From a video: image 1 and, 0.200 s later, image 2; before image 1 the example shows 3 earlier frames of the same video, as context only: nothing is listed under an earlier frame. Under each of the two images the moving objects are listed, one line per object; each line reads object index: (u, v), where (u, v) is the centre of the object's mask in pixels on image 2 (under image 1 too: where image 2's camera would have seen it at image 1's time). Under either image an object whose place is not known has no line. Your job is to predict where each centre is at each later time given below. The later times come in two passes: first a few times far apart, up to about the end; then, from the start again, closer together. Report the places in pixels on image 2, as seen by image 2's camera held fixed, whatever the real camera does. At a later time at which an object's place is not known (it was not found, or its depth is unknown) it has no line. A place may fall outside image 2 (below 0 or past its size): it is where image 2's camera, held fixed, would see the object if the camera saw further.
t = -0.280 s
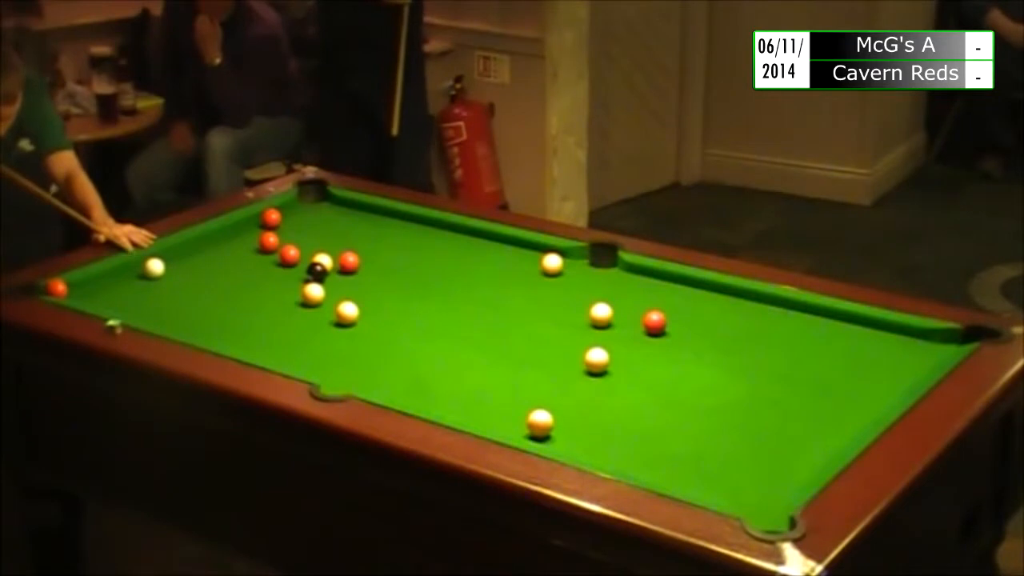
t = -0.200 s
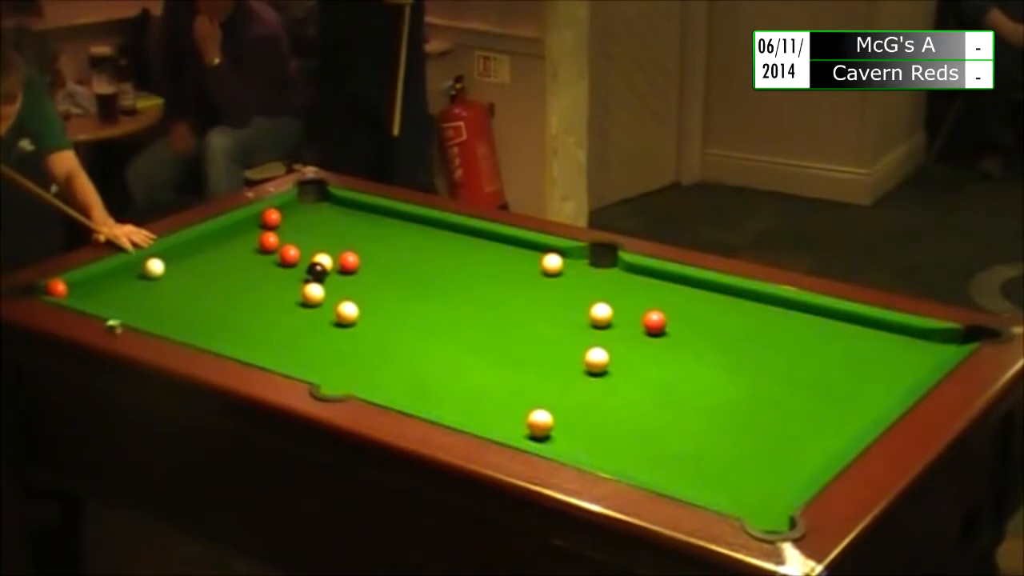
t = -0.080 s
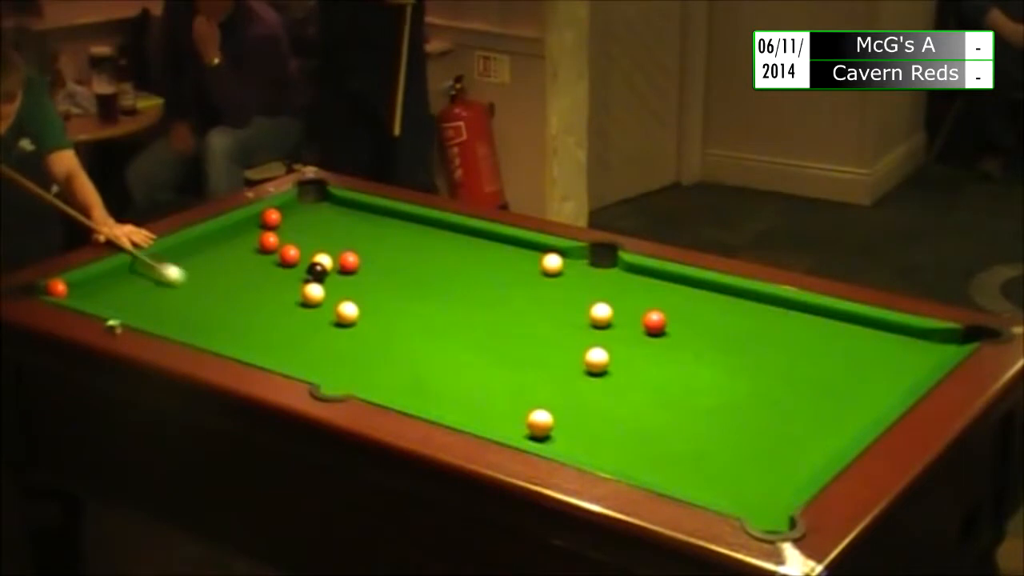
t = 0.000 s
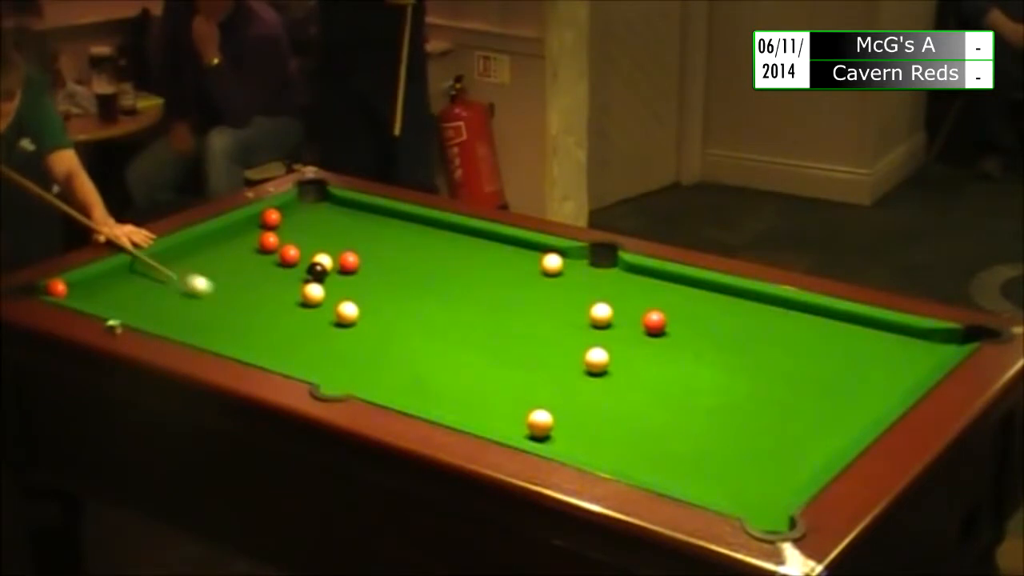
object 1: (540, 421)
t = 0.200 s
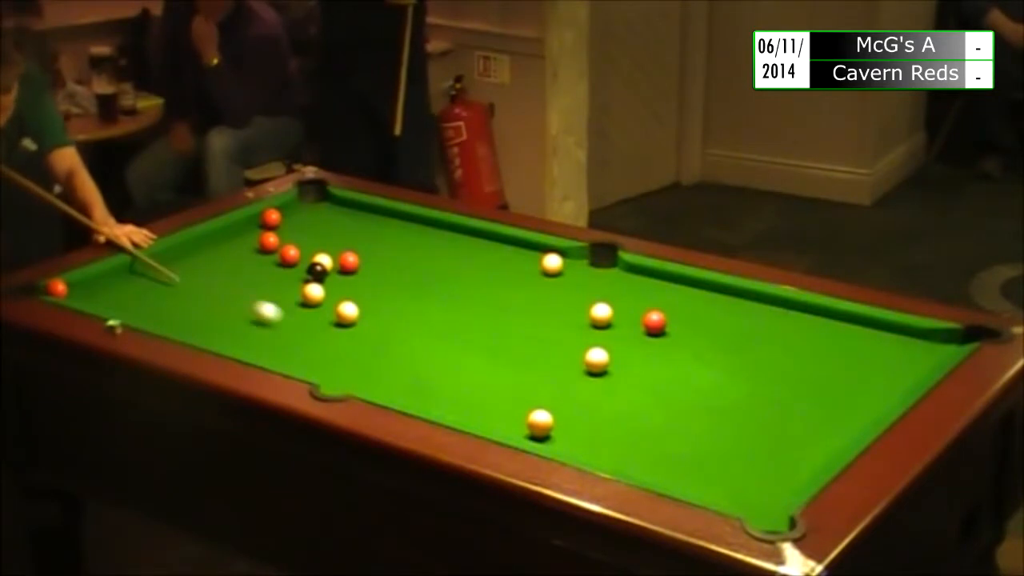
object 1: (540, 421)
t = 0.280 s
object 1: (540, 421)
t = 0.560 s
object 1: (540, 421)
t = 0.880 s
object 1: (547, 425)
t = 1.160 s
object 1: (613, 455)
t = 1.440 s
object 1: (683, 477)
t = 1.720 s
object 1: (752, 497)
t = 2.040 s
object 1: (736, 499)
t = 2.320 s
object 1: (735, 492)
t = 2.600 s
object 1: (737, 484)
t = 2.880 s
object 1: (740, 479)
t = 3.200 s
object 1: (743, 476)
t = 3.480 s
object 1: (744, 475)
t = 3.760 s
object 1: (744, 476)
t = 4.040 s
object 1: (744, 475)
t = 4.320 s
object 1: (744, 475)
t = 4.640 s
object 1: (744, 475)
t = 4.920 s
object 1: (744, 475)
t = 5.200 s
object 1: (744, 475)
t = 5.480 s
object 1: (744, 475)
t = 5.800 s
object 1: (744, 475)
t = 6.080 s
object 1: (744, 475)
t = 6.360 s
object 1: (744, 475)
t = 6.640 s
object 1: (744, 475)
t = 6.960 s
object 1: (744, 475)
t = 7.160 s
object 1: (748, 475)
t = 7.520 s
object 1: (744, 474)
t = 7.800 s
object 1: (744, 475)
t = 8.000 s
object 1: (744, 475)
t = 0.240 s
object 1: (540, 421)
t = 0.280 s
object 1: (540, 421)
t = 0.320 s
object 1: (540, 421)
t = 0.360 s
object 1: (540, 421)
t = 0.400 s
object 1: (540, 421)
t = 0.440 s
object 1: (540, 421)
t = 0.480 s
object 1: (540, 421)
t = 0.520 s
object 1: (540, 421)
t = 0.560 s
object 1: (540, 421)
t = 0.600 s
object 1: (540, 421)
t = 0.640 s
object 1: (540, 421)
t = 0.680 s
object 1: (540, 421)
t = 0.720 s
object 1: (540, 421)
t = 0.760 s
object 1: (540, 421)
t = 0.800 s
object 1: (540, 421)
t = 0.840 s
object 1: (540, 422)
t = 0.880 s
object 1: (547, 425)
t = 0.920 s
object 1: (557, 430)
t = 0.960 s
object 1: (567, 435)
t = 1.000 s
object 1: (577, 439)
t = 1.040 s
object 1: (586, 443)
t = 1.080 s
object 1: (595, 447)
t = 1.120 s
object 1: (604, 451)
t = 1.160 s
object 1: (613, 455)
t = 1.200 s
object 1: (622, 459)
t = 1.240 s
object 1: (633, 463)
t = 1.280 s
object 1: (642, 467)
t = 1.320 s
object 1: (652, 469)
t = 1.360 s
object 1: (663, 472)
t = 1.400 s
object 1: (673, 474)
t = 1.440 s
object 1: (683, 477)
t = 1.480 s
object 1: (693, 480)
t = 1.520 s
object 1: (703, 482)
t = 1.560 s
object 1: (713, 485)
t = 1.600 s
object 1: (722, 488)
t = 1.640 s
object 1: (733, 492)
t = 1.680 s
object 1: (742, 494)
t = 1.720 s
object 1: (752, 497)
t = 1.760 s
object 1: (762, 499)
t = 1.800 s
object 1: (769, 501)
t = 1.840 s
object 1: (764, 501)
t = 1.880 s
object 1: (758, 501)
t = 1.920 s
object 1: (752, 501)
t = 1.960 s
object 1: (747, 501)
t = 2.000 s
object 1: (742, 500)
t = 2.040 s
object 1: (736, 499)
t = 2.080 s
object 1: (733, 498)
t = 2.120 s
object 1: (734, 497)
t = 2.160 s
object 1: (734, 496)
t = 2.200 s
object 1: (734, 495)
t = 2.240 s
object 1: (734, 493)
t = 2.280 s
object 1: (735, 493)
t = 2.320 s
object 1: (735, 492)
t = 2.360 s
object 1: (735, 491)
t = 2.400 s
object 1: (735, 489)
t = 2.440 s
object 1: (736, 488)
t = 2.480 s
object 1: (736, 487)
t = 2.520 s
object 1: (737, 487)
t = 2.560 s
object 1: (737, 485)
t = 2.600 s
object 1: (737, 484)
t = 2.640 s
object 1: (738, 483)
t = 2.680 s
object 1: (738, 483)
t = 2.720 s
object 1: (739, 482)
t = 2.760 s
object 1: (739, 481)
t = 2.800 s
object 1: (739, 480)
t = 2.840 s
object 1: (740, 480)
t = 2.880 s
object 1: (740, 479)
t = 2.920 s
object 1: (740, 479)
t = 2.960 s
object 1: (741, 478)
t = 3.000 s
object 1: (741, 478)
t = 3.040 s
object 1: (741, 477)
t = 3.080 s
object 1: (742, 477)
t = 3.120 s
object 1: (742, 476)
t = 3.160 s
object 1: (742, 476)
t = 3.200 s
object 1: (743, 476)
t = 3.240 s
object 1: (743, 476)
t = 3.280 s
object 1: (743, 476)
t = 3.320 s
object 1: (744, 476)
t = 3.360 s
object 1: (744, 476)
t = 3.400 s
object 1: (744, 475)
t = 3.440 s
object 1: (744, 475)
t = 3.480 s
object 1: (744, 475)
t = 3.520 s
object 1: (744, 476)
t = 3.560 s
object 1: (744, 476)
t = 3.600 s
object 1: (744, 476)
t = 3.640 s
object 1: (744, 475)
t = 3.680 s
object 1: (744, 475)
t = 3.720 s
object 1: (744, 475)
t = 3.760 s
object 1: (744, 476)
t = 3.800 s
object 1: (744, 476)
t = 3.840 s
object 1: (744, 475)
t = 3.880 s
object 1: (744, 475)
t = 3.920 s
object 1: (744, 475)
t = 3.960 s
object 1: (744, 475)
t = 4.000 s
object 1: (744, 475)
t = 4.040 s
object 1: (744, 475)
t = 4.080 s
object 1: (744, 475)
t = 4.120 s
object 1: (744, 475)
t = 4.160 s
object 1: (744, 475)
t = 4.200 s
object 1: (744, 475)
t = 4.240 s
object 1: (744, 475)
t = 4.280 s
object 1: (744, 475)
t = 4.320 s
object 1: (744, 475)
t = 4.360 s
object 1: (744, 475)
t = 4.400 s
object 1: (744, 475)
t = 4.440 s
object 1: (744, 475)
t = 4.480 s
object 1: (744, 475)
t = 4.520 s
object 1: (744, 475)
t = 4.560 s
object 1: (744, 475)
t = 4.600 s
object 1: (744, 475)
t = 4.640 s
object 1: (744, 475)
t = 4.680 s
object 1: (744, 475)
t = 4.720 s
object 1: (744, 475)
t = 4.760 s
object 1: (744, 475)
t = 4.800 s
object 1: (744, 475)
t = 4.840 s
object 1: (744, 475)
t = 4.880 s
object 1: (744, 475)
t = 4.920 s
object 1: (744, 475)
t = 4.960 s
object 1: (744, 475)
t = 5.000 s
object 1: (744, 475)
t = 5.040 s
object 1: (744, 475)
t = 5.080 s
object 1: (744, 475)
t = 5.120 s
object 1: (744, 475)
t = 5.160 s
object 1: (744, 475)
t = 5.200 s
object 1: (744, 475)
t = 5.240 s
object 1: (744, 475)
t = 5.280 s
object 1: (744, 475)
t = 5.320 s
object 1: (744, 475)
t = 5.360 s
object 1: (744, 475)
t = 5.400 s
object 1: (744, 475)
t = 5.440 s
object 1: (744, 475)
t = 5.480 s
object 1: (744, 475)
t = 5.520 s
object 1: (744, 475)
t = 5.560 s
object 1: (744, 475)
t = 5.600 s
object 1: (744, 475)
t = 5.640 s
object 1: (744, 475)
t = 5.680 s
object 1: (744, 475)
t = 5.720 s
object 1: (744, 475)
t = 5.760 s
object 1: (744, 475)
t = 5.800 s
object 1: (744, 475)
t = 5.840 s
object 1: (744, 475)
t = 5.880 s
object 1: (744, 475)
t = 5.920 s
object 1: (744, 475)
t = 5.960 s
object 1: (744, 475)
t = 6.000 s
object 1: (744, 475)
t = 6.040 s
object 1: (744, 475)
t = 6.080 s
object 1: (744, 475)
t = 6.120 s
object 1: (744, 475)
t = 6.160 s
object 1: (744, 475)
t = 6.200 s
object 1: (744, 475)
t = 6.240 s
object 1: (744, 475)
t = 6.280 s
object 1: (744, 475)
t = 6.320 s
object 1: (744, 475)
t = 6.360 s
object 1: (744, 475)
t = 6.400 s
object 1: (744, 475)
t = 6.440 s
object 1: (744, 475)
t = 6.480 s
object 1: (744, 475)
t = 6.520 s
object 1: (744, 475)
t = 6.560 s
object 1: (744, 475)
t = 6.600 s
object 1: (744, 475)
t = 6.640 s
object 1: (744, 475)
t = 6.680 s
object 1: (744, 475)
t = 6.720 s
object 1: (744, 475)
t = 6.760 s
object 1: (744, 475)
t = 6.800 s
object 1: (744, 475)
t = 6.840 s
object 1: (744, 475)
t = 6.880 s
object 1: (744, 475)
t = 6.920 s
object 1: (744, 475)
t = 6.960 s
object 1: (744, 475)
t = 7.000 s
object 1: (744, 475)
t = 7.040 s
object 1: (744, 475)
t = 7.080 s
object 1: (744, 475)
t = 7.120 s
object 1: (744, 476)
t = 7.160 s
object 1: (748, 475)
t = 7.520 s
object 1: (744, 474)
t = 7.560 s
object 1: (744, 475)
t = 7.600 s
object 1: (744, 475)
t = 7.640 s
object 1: (744, 475)
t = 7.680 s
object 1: (744, 475)
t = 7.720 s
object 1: (744, 475)
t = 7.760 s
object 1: (744, 475)
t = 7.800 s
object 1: (744, 475)
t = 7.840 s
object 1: (744, 475)
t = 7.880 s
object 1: (744, 475)
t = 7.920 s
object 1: (744, 475)
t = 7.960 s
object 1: (744, 475)
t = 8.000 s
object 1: (744, 475)
